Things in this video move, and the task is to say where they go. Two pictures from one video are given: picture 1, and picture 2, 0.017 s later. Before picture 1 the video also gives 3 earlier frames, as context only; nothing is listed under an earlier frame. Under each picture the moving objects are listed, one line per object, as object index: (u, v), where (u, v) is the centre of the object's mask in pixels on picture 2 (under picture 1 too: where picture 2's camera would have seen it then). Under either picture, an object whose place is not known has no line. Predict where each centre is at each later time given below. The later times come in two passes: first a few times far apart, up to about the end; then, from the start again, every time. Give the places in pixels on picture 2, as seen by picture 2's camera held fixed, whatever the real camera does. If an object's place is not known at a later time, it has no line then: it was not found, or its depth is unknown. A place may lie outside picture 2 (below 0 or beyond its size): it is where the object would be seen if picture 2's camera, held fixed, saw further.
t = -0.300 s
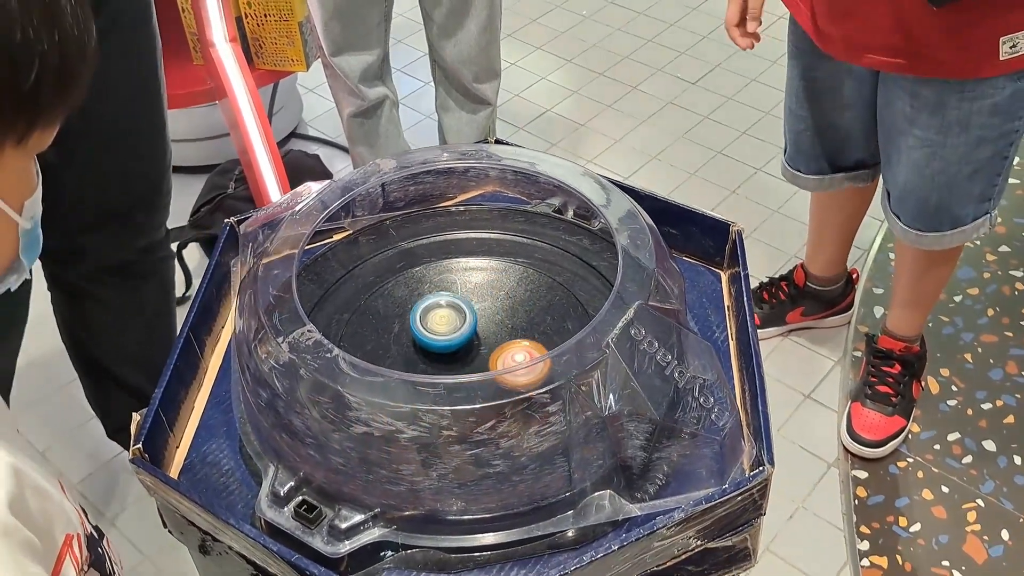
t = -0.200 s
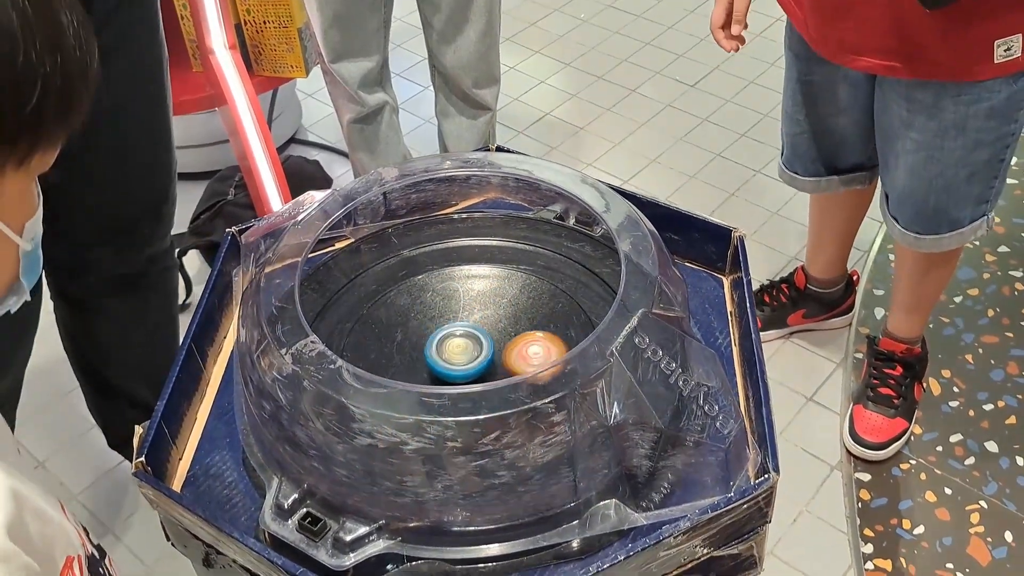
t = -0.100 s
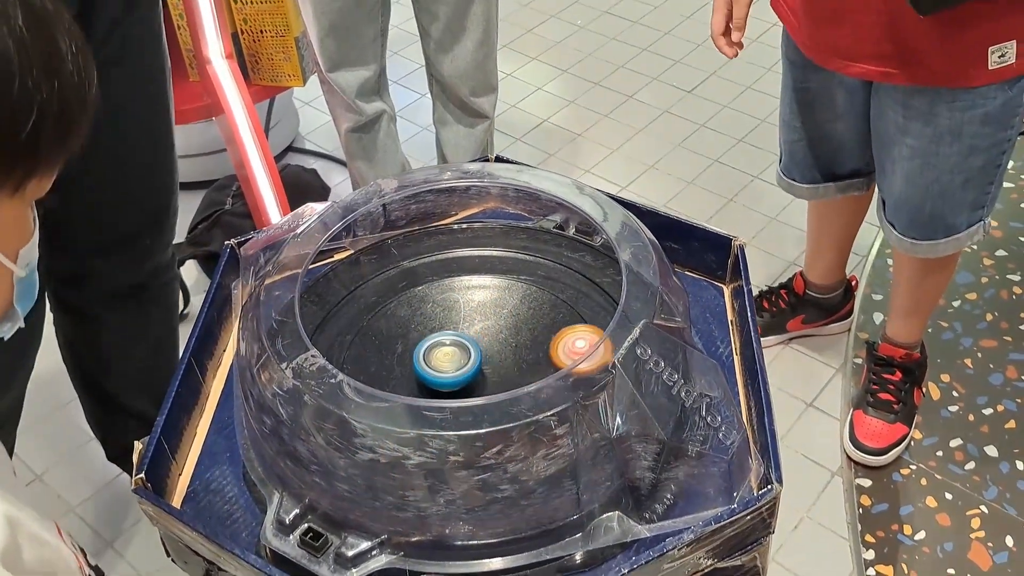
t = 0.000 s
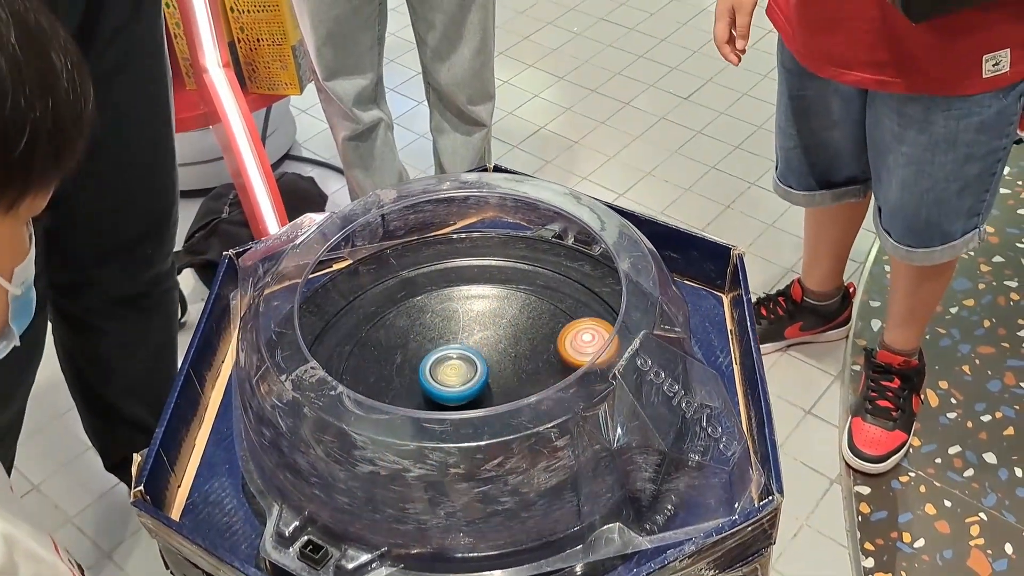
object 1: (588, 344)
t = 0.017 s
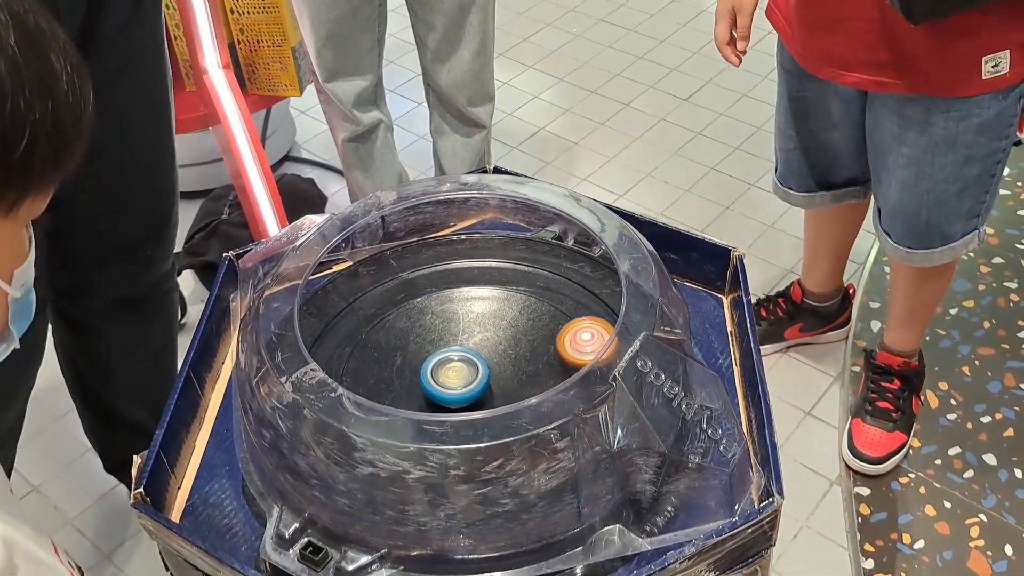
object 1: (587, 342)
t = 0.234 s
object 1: (547, 325)
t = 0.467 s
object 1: (491, 325)
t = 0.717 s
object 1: (448, 335)
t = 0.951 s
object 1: (432, 369)
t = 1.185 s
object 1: (418, 390)
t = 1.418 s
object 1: (437, 416)
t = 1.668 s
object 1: (469, 425)
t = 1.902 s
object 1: (492, 415)
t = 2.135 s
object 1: (526, 424)
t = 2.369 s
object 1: (531, 395)
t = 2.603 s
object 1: (506, 373)
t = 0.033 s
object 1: (582, 338)
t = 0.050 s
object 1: (582, 337)
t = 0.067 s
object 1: (581, 335)
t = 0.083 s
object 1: (579, 333)
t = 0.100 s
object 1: (577, 332)
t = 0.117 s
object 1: (574, 331)
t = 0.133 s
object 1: (571, 329)
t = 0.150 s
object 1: (568, 327)
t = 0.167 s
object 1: (564, 326)
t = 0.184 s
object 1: (560, 325)
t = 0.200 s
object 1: (556, 325)
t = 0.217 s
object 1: (552, 325)
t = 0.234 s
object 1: (547, 325)
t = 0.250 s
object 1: (542, 325)
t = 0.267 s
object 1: (538, 325)
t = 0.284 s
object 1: (533, 326)
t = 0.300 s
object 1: (528, 326)
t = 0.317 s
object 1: (522, 327)
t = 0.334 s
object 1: (517, 328)
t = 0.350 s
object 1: (513, 328)
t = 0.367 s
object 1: (512, 325)
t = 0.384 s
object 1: (509, 324)
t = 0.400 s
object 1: (506, 323)
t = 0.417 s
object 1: (503, 323)
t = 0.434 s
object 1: (499, 323)
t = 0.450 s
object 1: (495, 324)
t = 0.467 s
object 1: (491, 325)
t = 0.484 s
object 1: (488, 326)
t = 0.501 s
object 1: (484, 328)
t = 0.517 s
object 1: (480, 330)
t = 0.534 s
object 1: (477, 332)
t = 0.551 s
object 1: (474, 333)
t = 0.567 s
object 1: (470, 335)
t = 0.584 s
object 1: (468, 335)
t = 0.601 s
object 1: (464, 336)
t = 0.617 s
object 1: (462, 338)
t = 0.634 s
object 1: (459, 339)
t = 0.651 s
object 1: (457, 340)
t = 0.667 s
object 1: (455, 338)
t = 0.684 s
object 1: (453, 337)
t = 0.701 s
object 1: (450, 335)
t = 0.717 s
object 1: (448, 335)
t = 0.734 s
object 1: (446, 336)
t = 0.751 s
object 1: (444, 337)
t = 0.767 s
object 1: (442, 339)
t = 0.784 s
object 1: (440, 342)
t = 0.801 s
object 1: (439, 344)
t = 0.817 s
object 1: (437, 347)
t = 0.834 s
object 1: (436, 349)
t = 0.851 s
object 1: (435, 352)
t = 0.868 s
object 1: (434, 355)
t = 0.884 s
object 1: (433, 358)
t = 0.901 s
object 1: (432, 360)
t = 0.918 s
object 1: (432, 363)
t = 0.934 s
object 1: (432, 366)
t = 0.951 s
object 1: (432, 369)
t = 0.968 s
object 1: (432, 372)
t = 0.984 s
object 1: (433, 374)
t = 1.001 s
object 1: (434, 377)
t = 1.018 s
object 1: (429, 377)
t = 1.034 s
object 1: (424, 378)
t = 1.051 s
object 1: (420, 378)
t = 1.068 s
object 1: (417, 379)
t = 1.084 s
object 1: (415, 381)
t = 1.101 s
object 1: (414, 382)
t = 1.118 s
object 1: (414, 383)
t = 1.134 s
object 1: (414, 385)
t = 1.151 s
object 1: (415, 387)
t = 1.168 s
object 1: (416, 388)
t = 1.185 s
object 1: (418, 390)
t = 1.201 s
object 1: (419, 391)
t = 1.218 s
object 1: (421, 393)
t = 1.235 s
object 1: (420, 394)
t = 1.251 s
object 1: (418, 400)
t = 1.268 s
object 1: (418, 402)
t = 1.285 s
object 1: (420, 404)
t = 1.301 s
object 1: (421, 407)
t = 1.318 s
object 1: (423, 408)
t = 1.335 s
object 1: (425, 410)
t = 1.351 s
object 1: (428, 411)
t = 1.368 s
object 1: (430, 413)
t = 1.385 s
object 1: (433, 414)
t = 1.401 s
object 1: (435, 415)
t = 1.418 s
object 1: (437, 416)
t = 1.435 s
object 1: (438, 418)
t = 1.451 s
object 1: (438, 419)
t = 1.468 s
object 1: (440, 420)
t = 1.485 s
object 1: (442, 421)
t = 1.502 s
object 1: (445, 422)
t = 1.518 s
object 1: (447, 422)
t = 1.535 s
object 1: (450, 423)
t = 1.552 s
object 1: (453, 422)
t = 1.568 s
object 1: (456, 423)
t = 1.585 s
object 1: (459, 422)
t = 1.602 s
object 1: (462, 421)
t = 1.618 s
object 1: (465, 421)
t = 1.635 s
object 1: (466, 421)
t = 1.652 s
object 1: (468, 424)
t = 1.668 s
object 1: (469, 425)
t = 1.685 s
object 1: (470, 426)
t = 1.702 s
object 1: (473, 426)
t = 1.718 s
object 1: (474, 426)
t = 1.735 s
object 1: (476, 425)
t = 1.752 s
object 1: (478, 425)
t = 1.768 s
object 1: (479, 423)
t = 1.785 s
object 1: (481, 422)
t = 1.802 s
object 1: (483, 421)
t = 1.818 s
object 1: (483, 420)
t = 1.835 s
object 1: (485, 420)
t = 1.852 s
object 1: (486, 420)
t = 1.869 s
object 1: (488, 420)
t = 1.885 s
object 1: (490, 419)
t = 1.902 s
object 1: (492, 415)
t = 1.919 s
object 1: (494, 414)
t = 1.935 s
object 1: (494, 412)
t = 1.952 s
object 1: (497, 412)
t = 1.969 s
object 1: (497, 410)
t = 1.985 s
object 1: (498, 405)
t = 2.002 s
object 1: (498, 404)
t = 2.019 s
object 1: (498, 404)
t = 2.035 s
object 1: (505, 409)
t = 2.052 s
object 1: (510, 410)
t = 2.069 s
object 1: (514, 416)
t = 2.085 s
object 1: (517, 419)
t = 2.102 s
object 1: (521, 424)
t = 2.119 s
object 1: (523, 421)
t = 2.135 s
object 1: (526, 424)
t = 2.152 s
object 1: (527, 423)
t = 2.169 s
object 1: (529, 422)
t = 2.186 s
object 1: (530, 420)
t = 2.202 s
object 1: (531, 416)
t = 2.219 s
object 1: (533, 419)
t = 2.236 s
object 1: (532, 413)
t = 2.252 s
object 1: (533, 411)
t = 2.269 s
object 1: (533, 409)
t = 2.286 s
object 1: (533, 405)
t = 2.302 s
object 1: (533, 403)
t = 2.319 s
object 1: (533, 402)
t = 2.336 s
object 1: (534, 400)
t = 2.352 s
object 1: (532, 396)
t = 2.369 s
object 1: (531, 395)
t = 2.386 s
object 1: (530, 393)
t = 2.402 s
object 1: (529, 391)
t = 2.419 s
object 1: (527, 389)
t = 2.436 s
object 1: (525, 388)
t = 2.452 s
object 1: (523, 386)
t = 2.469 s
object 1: (519, 382)
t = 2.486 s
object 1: (517, 381)
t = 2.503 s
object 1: (515, 380)
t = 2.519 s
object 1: (513, 379)
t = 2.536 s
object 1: (510, 378)
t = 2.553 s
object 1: (507, 377)
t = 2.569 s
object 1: (505, 376)
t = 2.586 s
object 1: (502, 374)
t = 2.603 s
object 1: (506, 373)
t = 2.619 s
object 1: (511, 372)
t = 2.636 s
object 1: (514, 371)
